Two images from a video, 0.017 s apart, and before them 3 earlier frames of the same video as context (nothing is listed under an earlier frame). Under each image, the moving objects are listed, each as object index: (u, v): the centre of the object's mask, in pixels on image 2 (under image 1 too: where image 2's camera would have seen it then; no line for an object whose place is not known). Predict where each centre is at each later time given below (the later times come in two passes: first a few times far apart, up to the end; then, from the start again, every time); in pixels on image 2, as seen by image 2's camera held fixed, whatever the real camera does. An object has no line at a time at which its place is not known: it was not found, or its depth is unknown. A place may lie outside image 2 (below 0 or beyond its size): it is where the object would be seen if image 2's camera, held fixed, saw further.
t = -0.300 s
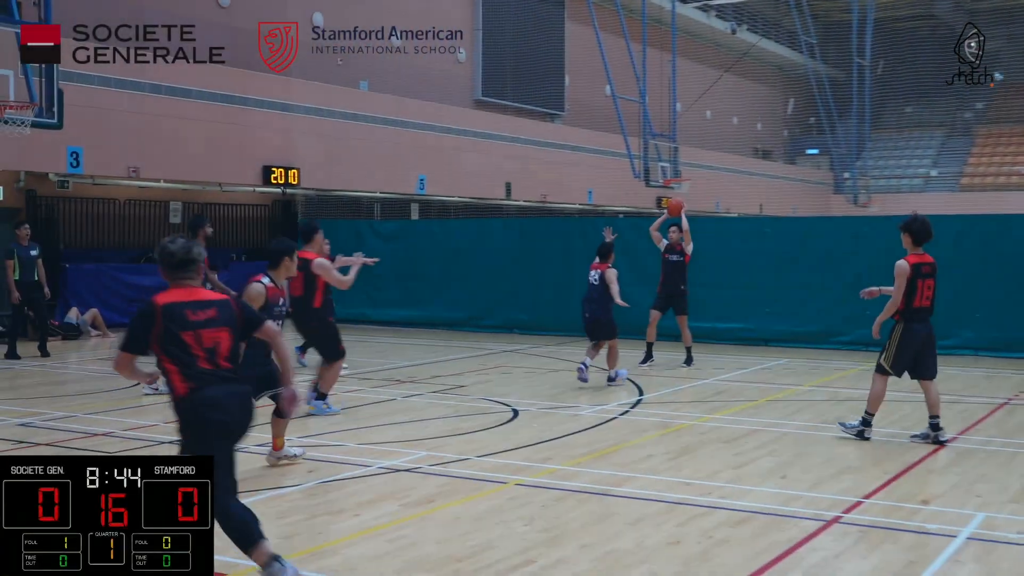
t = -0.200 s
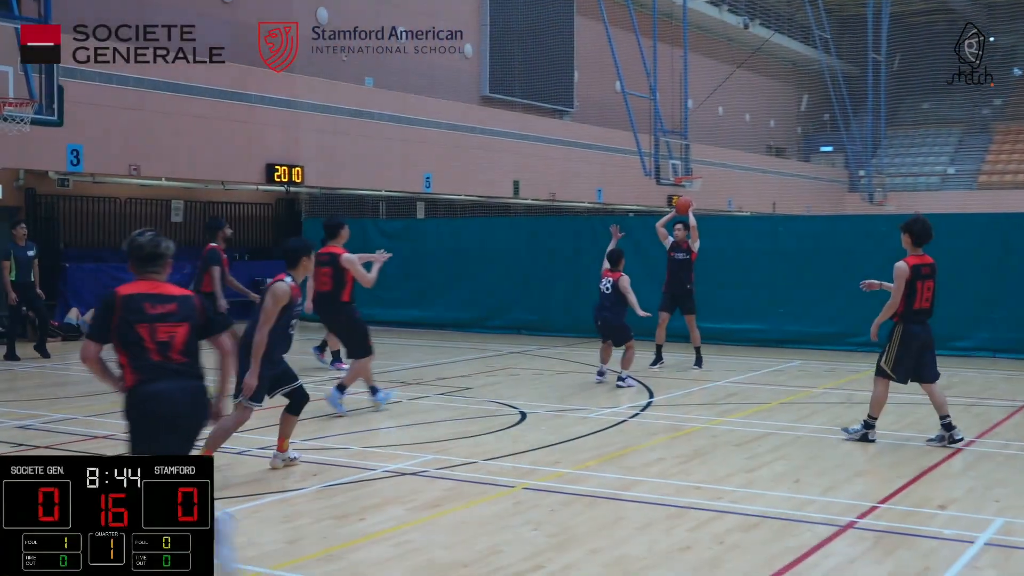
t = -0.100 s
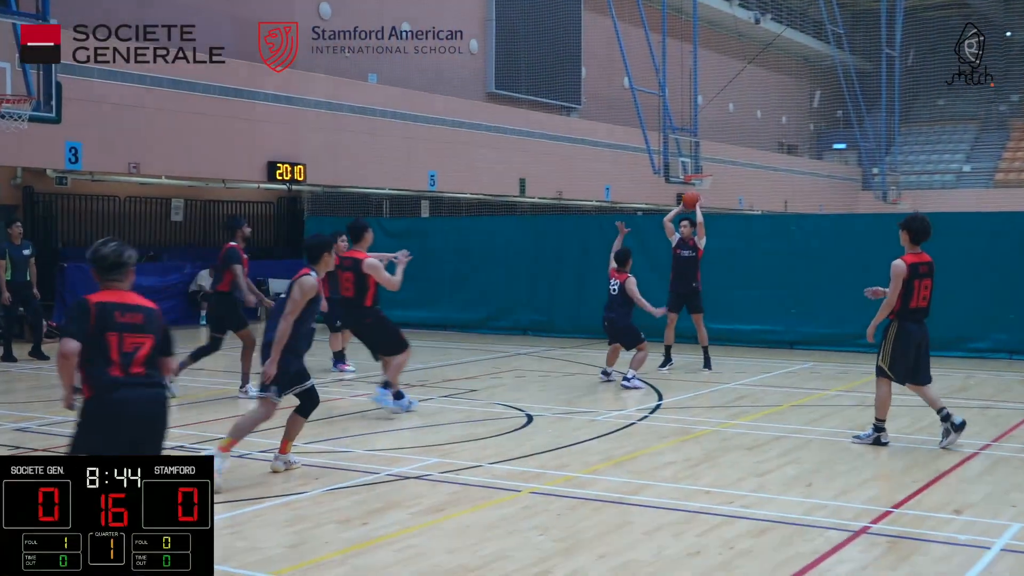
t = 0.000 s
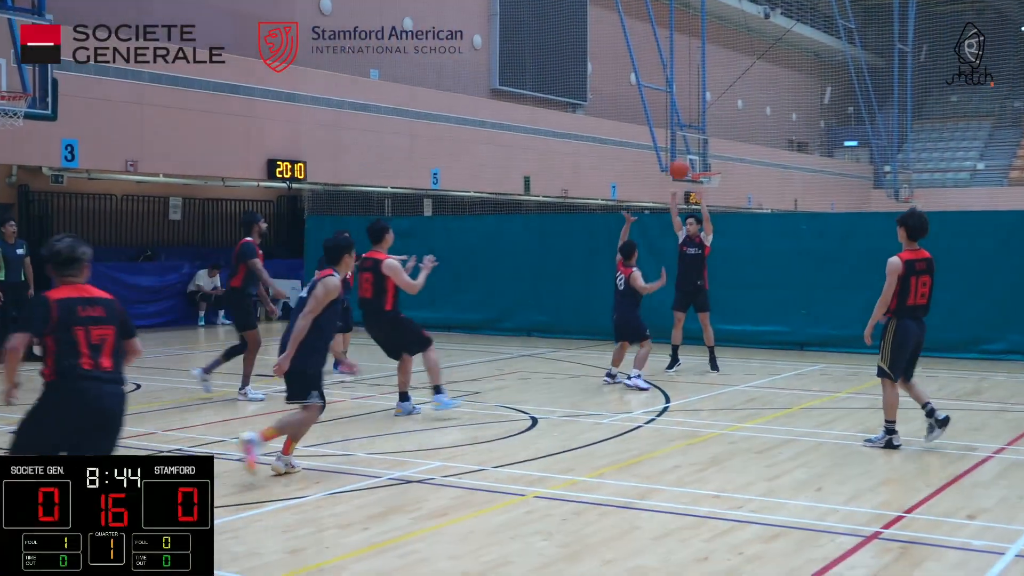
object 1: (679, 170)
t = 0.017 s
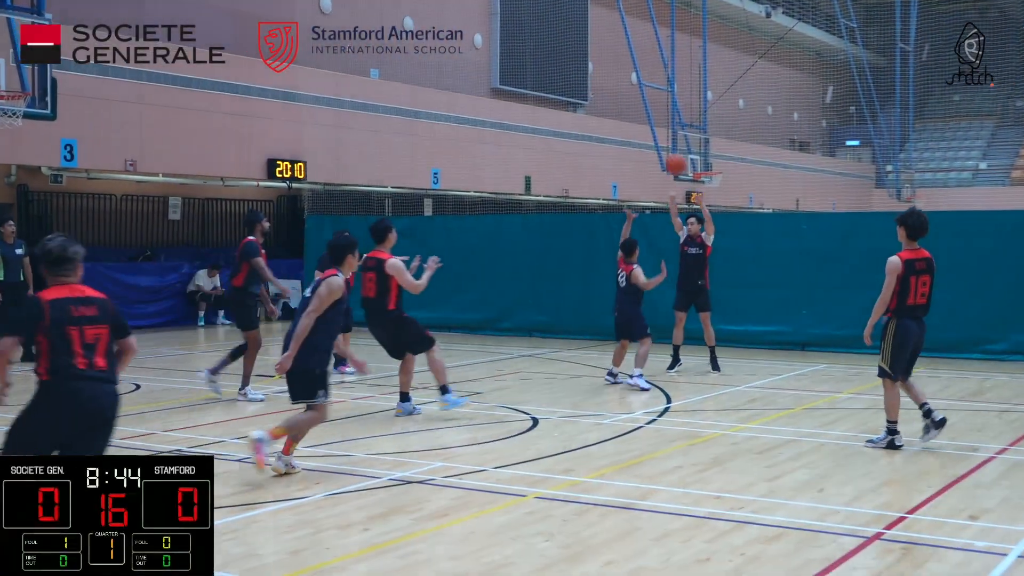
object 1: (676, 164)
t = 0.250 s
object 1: (602, 106)
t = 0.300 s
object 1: (585, 99)
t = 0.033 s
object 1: (671, 158)
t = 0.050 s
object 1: (666, 153)
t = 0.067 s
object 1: (661, 148)
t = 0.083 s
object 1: (656, 143)
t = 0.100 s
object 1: (651, 139)
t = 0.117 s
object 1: (646, 134)
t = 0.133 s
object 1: (640, 130)
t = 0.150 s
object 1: (635, 126)
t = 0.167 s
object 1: (630, 122)
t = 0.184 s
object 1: (624, 118)
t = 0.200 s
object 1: (619, 115)
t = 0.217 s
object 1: (614, 112)
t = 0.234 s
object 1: (608, 109)
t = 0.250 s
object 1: (602, 106)
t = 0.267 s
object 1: (597, 104)
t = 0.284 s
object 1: (591, 101)
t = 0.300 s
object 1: (585, 99)
